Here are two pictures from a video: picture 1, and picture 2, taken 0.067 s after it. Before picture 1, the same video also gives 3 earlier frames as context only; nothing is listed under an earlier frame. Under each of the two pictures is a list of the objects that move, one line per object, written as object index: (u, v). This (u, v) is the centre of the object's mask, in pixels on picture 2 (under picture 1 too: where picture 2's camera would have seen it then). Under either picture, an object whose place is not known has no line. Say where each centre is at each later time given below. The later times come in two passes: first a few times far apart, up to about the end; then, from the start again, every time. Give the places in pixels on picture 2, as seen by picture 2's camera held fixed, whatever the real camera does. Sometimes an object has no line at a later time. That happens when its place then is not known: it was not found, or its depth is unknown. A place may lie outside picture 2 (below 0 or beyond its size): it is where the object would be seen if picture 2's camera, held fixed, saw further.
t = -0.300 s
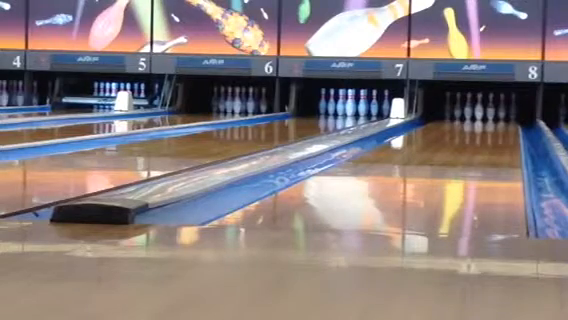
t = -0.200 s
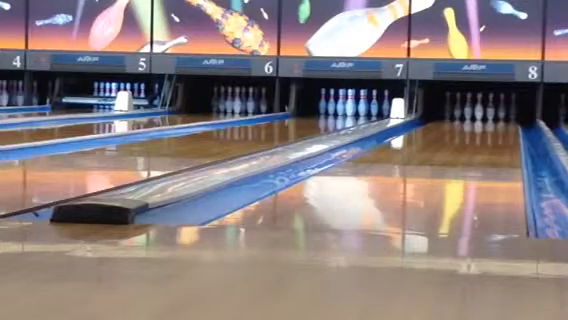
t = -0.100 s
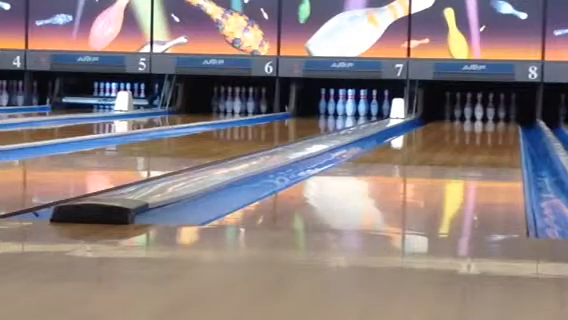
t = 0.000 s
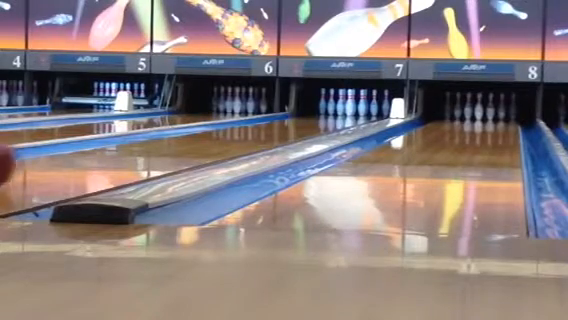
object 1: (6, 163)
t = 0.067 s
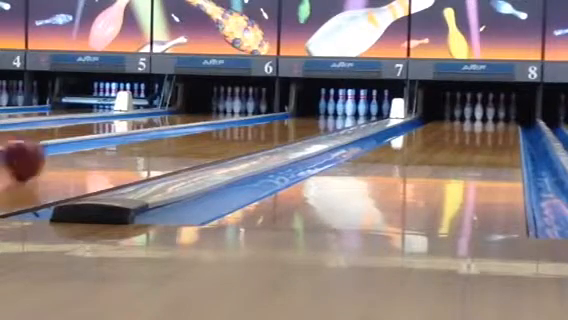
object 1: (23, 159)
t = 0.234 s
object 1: (81, 147)
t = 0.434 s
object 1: (135, 139)
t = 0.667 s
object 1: (181, 133)
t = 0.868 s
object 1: (211, 128)
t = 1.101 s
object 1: (239, 123)
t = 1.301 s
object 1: (257, 119)
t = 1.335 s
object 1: (259, 119)
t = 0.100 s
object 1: (36, 157)
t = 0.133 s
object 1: (48, 154)
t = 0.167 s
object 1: (60, 153)
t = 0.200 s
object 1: (71, 149)
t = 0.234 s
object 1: (81, 147)
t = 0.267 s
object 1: (92, 147)
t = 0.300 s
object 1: (103, 146)
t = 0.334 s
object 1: (110, 145)
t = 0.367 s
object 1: (119, 142)
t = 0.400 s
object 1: (127, 140)
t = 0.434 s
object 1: (135, 139)
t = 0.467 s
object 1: (143, 137)
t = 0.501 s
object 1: (150, 137)
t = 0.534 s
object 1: (157, 136)
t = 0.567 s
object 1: (163, 135)
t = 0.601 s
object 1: (169, 133)
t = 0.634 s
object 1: (173, 133)
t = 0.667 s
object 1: (181, 133)
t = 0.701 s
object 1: (187, 133)
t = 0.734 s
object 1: (192, 131)
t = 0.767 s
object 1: (196, 130)
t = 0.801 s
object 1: (202, 129)
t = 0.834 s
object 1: (207, 128)
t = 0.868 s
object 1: (211, 128)
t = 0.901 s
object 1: (215, 127)
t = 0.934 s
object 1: (218, 126)
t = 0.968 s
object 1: (223, 126)
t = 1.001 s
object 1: (227, 125)
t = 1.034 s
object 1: (232, 124)
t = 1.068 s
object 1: (236, 123)
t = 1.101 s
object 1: (239, 123)
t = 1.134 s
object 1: (242, 123)
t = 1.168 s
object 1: (245, 122)
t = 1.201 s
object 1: (248, 122)
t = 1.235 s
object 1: (251, 121)
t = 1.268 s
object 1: (254, 120)
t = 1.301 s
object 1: (257, 119)
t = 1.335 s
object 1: (259, 119)
